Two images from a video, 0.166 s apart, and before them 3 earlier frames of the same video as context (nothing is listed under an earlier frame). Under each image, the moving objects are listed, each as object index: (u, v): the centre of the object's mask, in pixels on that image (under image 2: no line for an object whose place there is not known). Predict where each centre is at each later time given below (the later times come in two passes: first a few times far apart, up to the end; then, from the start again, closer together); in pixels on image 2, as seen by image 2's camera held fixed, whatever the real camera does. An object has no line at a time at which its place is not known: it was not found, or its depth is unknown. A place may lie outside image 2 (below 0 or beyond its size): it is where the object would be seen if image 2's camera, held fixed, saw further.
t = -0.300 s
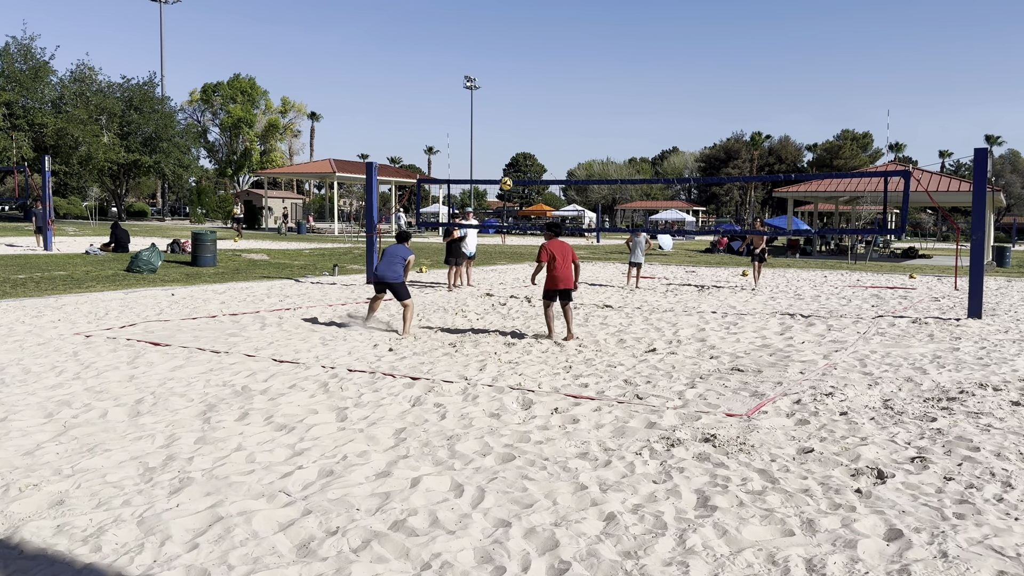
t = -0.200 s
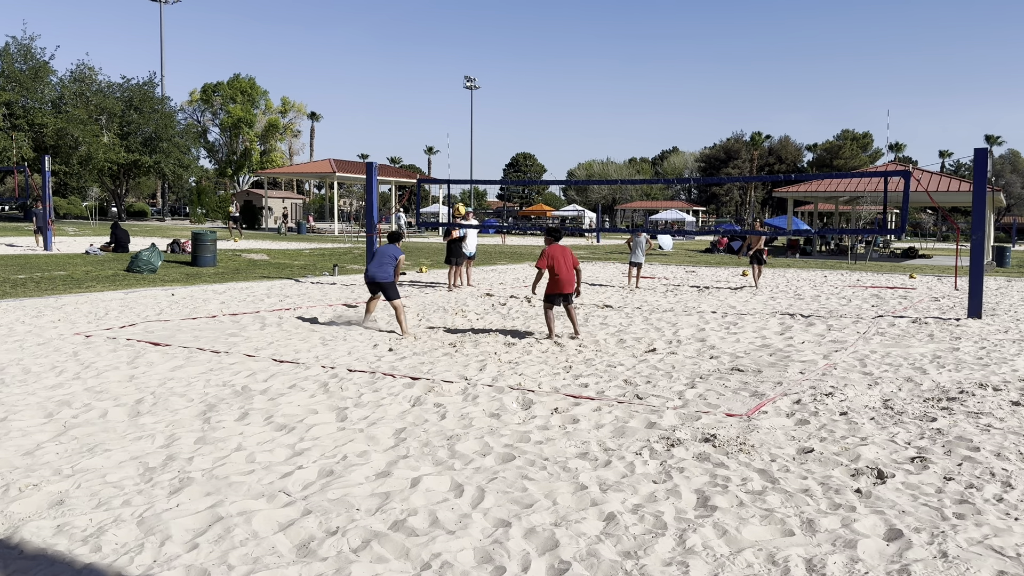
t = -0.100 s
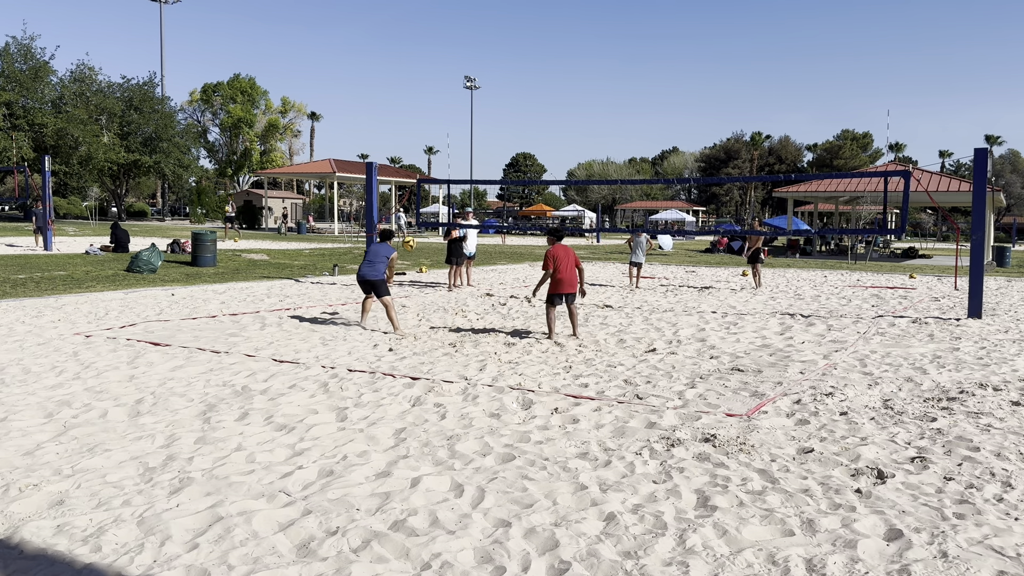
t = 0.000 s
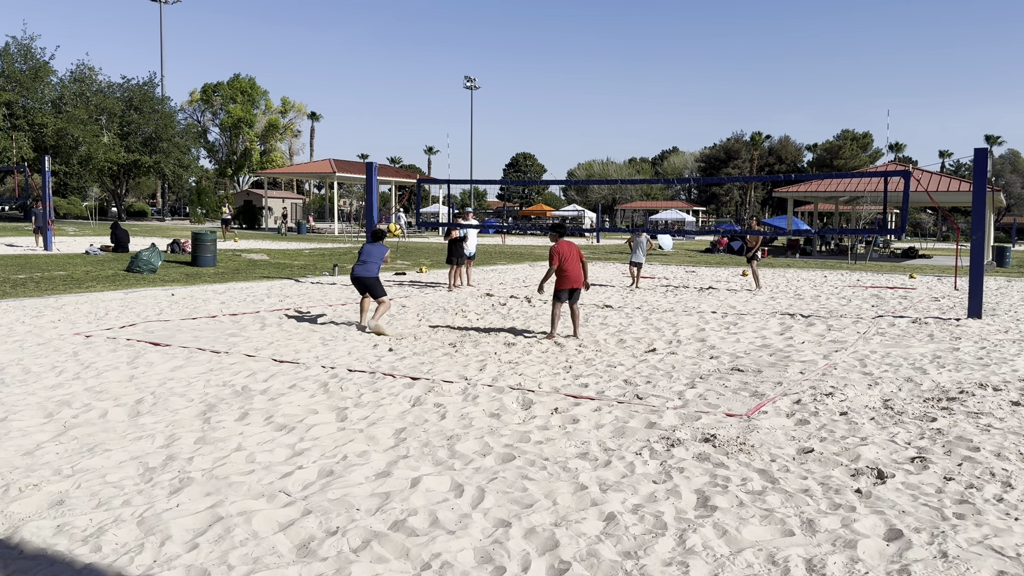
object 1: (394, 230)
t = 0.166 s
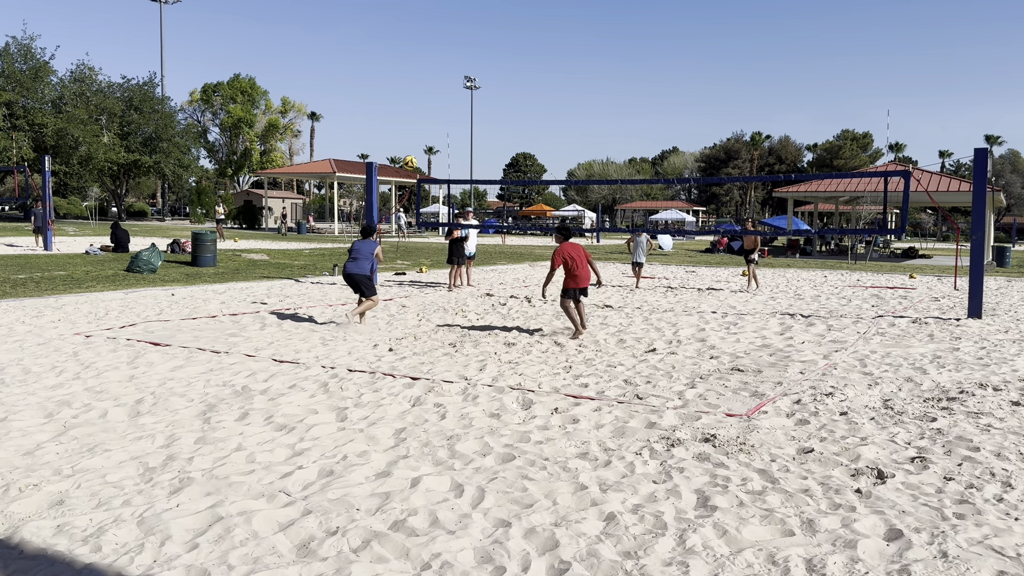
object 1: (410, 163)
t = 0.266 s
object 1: (419, 131)
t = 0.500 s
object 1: (440, 87)
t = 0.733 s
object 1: (459, 78)
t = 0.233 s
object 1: (416, 141)
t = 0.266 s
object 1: (419, 131)
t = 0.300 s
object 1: (422, 123)
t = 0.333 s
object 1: (425, 115)
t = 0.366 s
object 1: (428, 108)
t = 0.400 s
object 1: (431, 101)
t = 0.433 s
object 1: (434, 95)
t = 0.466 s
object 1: (436, 91)
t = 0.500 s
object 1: (440, 87)
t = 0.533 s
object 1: (442, 83)
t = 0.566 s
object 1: (445, 80)
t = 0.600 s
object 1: (448, 78)
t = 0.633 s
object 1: (451, 77)
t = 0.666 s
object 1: (454, 77)
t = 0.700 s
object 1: (456, 77)
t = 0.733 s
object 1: (459, 78)
